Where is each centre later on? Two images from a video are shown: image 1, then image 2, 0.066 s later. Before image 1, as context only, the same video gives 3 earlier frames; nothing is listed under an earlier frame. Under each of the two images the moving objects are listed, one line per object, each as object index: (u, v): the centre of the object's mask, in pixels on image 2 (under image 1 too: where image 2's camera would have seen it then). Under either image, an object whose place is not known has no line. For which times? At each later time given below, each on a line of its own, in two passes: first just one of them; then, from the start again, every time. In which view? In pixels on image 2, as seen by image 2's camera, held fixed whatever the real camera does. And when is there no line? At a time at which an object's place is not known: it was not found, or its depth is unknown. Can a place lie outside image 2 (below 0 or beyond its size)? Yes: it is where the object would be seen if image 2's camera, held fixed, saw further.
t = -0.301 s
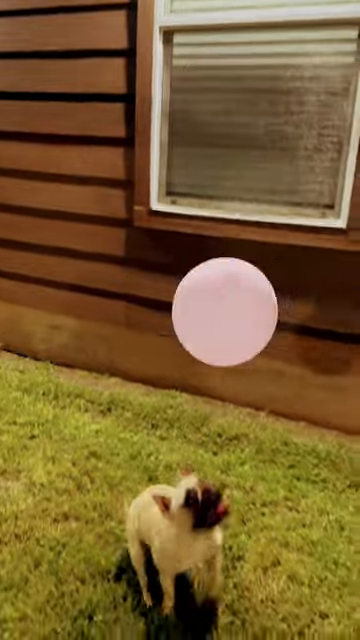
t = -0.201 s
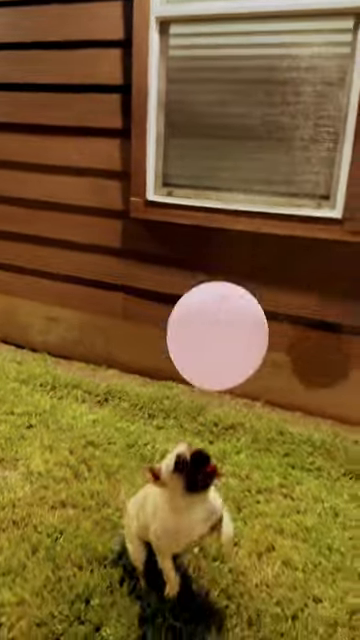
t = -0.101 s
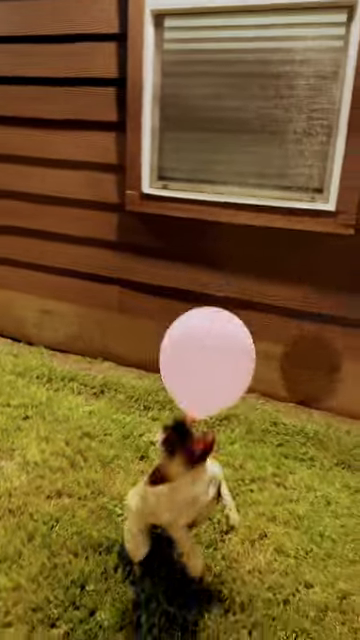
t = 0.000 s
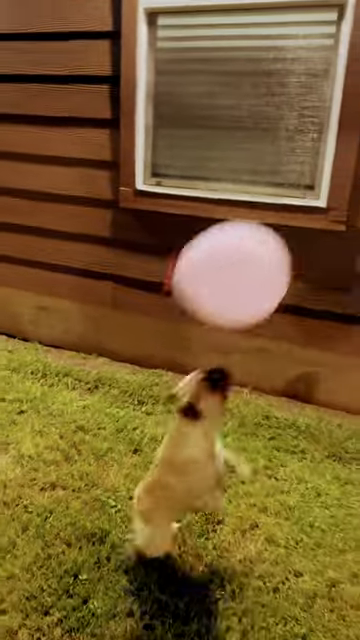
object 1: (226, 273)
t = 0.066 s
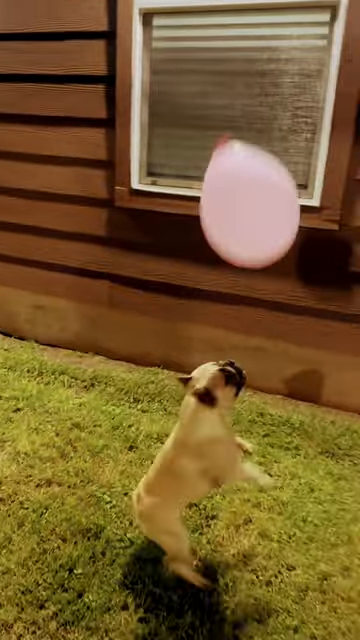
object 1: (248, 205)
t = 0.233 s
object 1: (297, 59)
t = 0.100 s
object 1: (257, 173)
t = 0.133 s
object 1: (266, 140)
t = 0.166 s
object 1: (275, 112)
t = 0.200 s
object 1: (285, 84)
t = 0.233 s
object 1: (297, 59)
